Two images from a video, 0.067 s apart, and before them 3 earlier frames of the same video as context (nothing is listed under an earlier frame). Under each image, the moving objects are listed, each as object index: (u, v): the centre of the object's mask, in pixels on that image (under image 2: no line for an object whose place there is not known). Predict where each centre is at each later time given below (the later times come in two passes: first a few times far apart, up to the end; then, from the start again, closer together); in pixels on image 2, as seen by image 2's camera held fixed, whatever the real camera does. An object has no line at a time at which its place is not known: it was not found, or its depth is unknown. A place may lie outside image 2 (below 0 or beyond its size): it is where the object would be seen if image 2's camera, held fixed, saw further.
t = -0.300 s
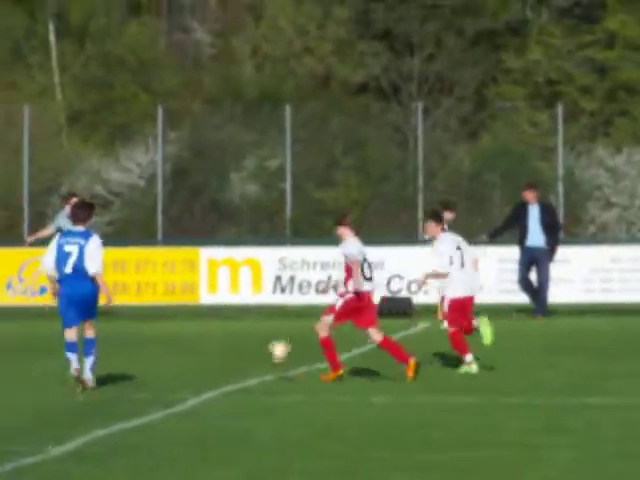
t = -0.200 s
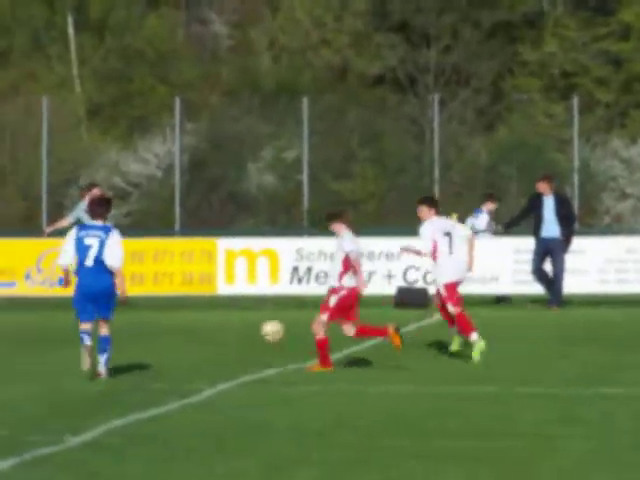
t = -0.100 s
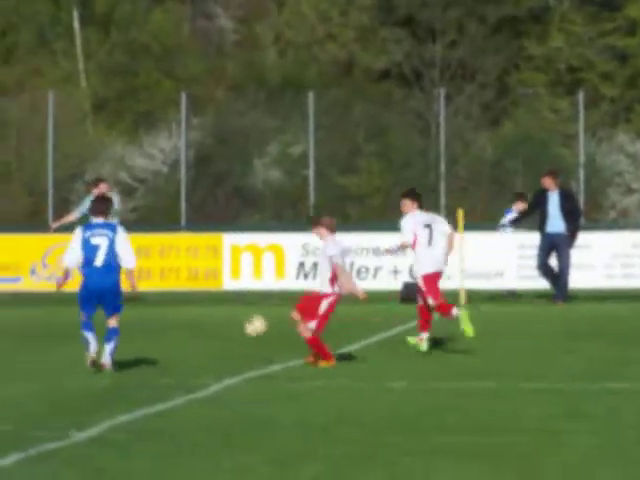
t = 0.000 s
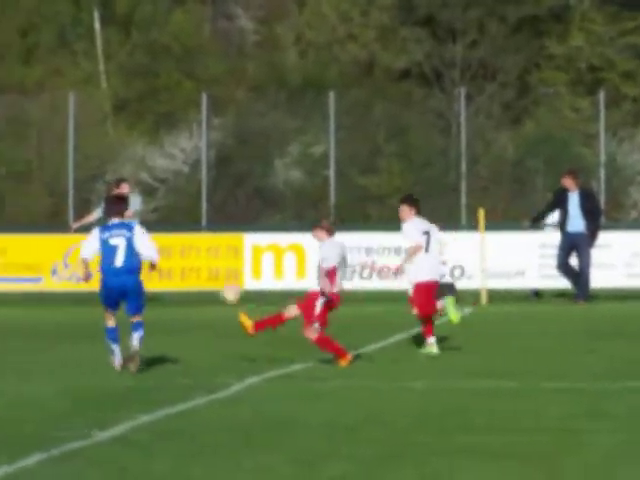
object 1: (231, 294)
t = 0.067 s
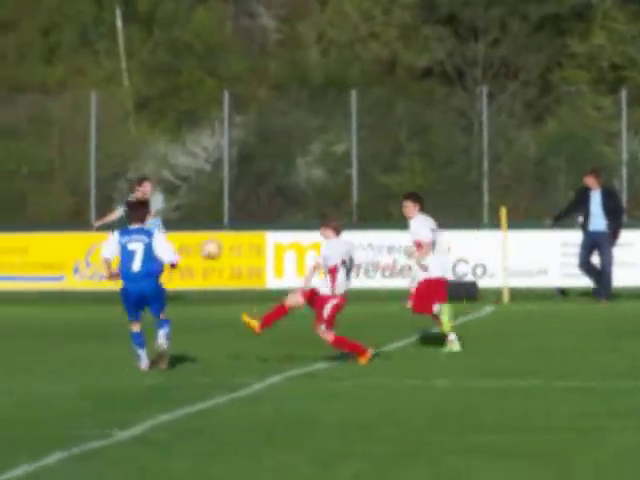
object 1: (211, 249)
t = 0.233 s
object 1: (104, 160)
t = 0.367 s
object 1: (17, 111)
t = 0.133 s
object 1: (169, 208)
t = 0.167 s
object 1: (147, 192)
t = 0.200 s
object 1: (123, 175)
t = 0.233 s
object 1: (104, 160)
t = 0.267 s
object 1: (80, 146)
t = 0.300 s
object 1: (59, 133)
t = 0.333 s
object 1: (38, 122)
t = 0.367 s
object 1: (17, 111)
